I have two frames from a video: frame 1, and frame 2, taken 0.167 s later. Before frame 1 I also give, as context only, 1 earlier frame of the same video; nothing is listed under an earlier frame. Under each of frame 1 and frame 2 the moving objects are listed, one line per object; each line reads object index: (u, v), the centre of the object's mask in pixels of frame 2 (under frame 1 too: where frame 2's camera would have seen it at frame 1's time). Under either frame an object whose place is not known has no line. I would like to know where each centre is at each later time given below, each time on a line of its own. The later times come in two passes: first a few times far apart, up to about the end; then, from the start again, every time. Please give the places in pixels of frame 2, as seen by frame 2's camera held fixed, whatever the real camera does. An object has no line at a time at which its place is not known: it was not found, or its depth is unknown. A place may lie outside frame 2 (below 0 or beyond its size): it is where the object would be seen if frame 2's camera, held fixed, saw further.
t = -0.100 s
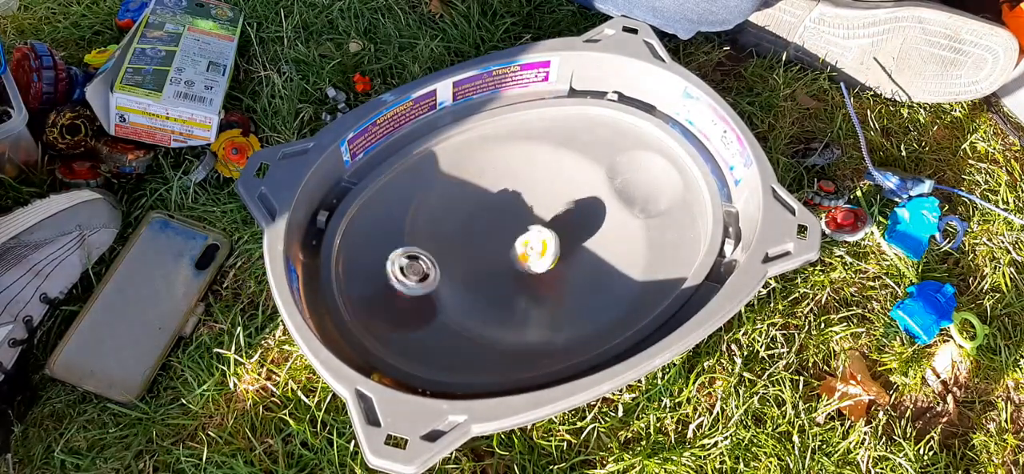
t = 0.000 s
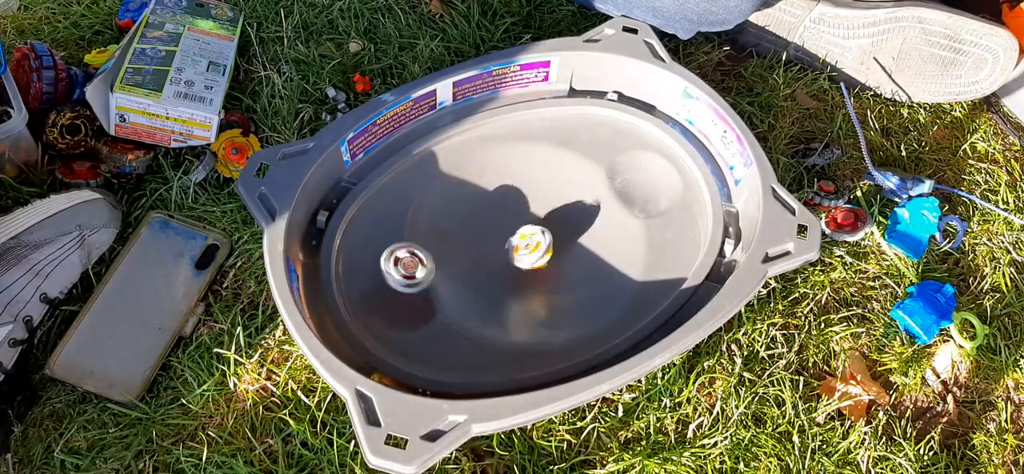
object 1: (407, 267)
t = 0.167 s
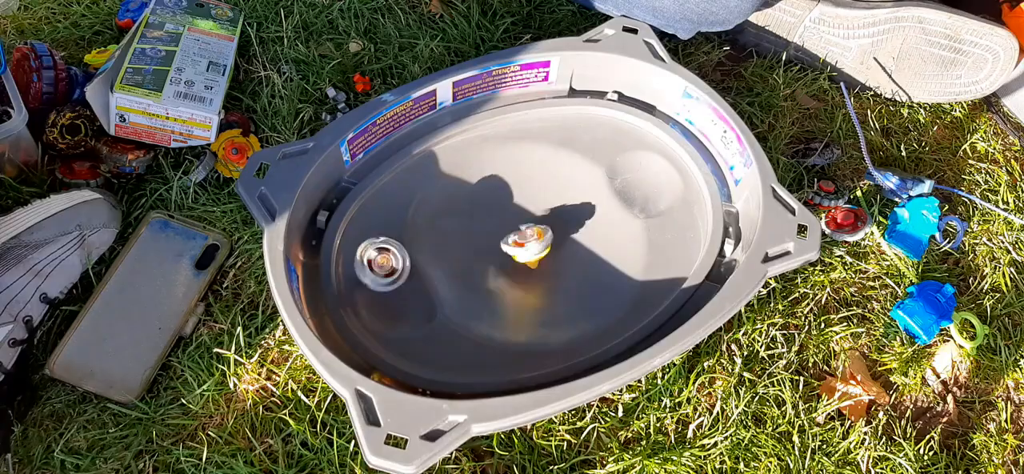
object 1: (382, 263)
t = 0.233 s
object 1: (384, 283)
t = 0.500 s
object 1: (502, 268)
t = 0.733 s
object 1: (424, 349)
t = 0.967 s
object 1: (396, 285)
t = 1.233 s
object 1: (381, 274)
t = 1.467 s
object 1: (399, 261)
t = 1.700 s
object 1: (411, 288)
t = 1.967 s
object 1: (488, 289)
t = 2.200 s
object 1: (520, 294)
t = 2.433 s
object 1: (485, 268)
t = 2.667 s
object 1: (442, 244)
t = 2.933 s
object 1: (469, 198)
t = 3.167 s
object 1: (522, 179)
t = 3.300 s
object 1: (553, 190)
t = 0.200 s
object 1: (379, 272)
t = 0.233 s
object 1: (384, 283)
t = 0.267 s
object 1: (396, 292)
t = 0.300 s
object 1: (410, 295)
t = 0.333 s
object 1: (424, 292)
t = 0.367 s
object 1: (436, 285)
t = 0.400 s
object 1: (447, 279)
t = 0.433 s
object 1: (463, 275)
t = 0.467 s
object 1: (482, 271)
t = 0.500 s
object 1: (502, 268)
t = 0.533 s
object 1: (509, 276)
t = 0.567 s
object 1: (488, 307)
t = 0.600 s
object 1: (473, 318)
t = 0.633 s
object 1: (456, 336)
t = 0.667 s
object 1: (439, 360)
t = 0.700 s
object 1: (429, 362)
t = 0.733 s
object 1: (424, 349)
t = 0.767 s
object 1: (420, 341)
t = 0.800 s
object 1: (417, 338)
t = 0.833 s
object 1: (412, 324)
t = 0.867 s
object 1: (407, 311)
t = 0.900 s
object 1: (402, 303)
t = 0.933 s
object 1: (398, 294)
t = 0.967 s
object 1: (396, 285)
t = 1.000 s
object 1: (393, 276)
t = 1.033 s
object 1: (389, 269)
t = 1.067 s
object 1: (386, 266)
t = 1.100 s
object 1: (384, 265)
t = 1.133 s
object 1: (382, 265)
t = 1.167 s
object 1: (381, 268)
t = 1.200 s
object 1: (380, 271)
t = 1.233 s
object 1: (381, 274)
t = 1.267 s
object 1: (382, 278)
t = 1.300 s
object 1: (385, 280)
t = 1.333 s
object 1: (389, 279)
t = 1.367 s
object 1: (394, 276)
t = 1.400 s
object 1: (398, 271)
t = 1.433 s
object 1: (399, 266)
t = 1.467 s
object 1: (399, 261)
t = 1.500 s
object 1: (397, 257)
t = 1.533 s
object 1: (393, 256)
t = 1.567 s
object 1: (388, 260)
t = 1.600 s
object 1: (387, 270)
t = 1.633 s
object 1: (392, 280)
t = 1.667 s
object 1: (401, 287)
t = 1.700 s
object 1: (411, 288)
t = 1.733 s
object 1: (419, 286)
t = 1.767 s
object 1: (427, 283)
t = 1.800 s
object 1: (436, 281)
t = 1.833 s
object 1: (447, 280)
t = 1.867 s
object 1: (461, 280)
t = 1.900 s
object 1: (475, 279)
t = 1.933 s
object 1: (485, 280)
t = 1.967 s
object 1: (488, 289)
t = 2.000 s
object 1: (492, 295)
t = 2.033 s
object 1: (496, 298)
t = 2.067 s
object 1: (501, 300)
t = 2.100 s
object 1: (505, 301)
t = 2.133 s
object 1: (510, 300)
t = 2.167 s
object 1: (515, 297)
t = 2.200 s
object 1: (520, 294)
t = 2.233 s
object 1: (523, 289)
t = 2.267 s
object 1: (526, 284)
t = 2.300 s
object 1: (527, 278)
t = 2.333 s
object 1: (526, 271)
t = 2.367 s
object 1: (517, 267)
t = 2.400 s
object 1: (499, 269)
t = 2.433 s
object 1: (485, 268)
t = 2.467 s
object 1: (474, 266)
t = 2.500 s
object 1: (466, 264)
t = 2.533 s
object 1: (460, 261)
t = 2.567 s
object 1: (453, 257)
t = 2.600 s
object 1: (449, 253)
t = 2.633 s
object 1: (445, 249)
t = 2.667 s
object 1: (442, 244)
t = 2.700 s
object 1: (441, 238)
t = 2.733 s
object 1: (442, 232)
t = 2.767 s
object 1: (443, 226)
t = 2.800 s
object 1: (446, 220)
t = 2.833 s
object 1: (451, 214)
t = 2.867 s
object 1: (457, 208)
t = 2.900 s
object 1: (464, 203)
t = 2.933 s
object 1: (469, 198)
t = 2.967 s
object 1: (473, 193)
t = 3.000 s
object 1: (478, 187)
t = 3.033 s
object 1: (484, 184)
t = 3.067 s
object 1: (491, 180)
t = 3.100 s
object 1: (506, 177)
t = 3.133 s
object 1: (514, 177)
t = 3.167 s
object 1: (522, 179)
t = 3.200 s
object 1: (530, 180)
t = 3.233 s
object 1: (538, 183)
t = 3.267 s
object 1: (546, 186)
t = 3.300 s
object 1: (553, 190)
